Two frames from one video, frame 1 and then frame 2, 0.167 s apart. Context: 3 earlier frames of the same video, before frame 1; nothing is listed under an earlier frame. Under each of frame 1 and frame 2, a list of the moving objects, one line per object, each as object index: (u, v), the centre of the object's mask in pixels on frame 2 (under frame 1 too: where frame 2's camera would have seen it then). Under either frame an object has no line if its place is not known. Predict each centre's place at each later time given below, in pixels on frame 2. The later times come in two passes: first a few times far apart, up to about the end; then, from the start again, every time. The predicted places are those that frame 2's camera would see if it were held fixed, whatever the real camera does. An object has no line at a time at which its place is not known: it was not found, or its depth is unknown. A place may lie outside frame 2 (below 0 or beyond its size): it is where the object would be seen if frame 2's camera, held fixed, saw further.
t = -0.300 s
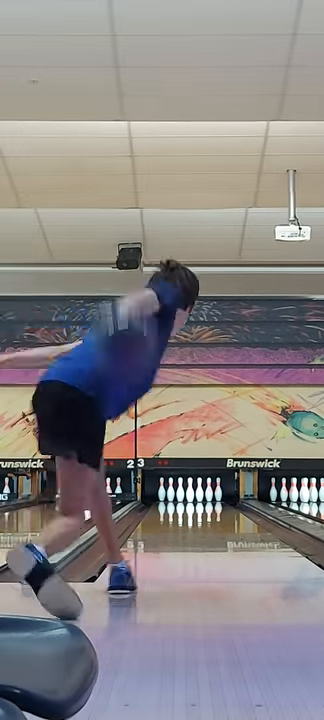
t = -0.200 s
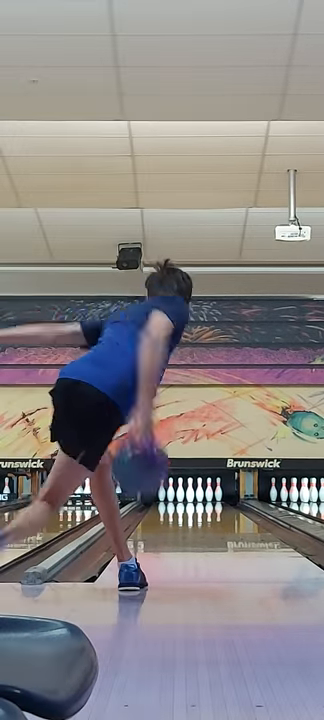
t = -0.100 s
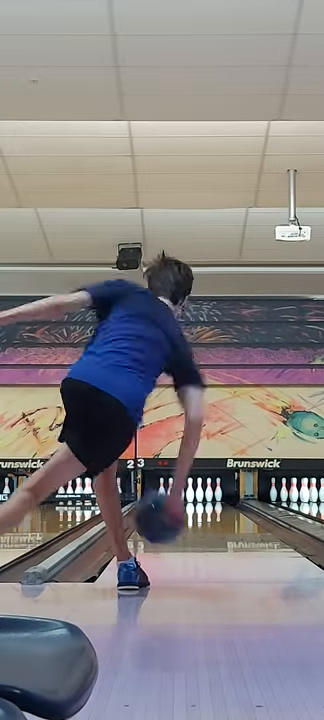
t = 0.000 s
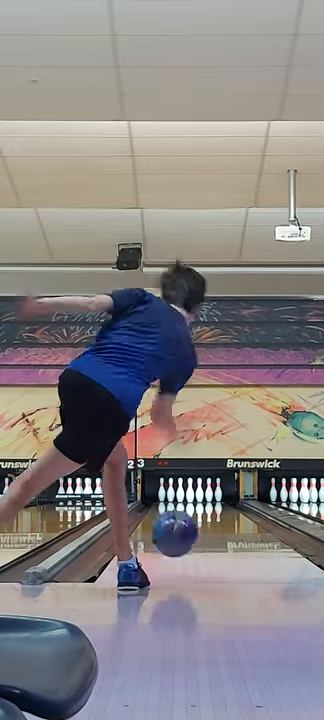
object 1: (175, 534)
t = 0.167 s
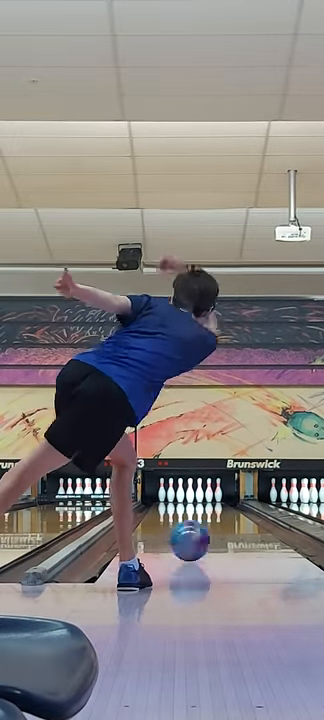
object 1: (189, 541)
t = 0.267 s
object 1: (197, 536)
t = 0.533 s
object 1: (210, 525)
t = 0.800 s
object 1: (219, 517)
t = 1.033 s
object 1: (225, 512)
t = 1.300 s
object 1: (228, 507)
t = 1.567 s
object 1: (230, 504)
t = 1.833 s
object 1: (228, 501)
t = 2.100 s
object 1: (220, 499)
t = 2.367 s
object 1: (208, 498)
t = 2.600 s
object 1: (197, 497)
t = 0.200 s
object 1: (192, 539)
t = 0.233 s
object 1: (194, 538)
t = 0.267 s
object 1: (197, 536)
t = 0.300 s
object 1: (199, 534)
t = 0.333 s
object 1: (201, 533)
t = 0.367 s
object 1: (202, 532)
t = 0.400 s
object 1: (204, 530)
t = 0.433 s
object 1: (206, 528)
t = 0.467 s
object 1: (207, 527)
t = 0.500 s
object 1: (209, 526)
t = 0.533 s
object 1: (210, 525)
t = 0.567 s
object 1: (211, 524)
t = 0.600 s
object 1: (213, 523)
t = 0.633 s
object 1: (214, 522)
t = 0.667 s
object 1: (215, 521)
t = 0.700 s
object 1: (216, 519)
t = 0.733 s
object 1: (217, 518)
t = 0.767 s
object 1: (218, 518)
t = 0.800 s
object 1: (219, 517)
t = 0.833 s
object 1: (220, 516)
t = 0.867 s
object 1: (221, 515)
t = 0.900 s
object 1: (221, 515)
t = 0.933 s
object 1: (222, 514)
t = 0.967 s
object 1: (223, 514)
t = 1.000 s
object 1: (225, 513)
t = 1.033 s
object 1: (225, 512)
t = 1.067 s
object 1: (225, 512)
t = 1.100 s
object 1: (226, 511)
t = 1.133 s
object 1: (226, 510)
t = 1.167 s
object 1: (227, 510)
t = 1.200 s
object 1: (227, 509)
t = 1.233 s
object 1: (228, 508)
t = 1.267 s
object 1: (228, 508)
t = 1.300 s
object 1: (228, 507)
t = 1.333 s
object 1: (228, 507)
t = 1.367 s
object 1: (229, 507)
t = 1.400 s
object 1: (229, 507)
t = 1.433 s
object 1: (229, 506)
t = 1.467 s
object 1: (230, 505)
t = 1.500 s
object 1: (230, 505)
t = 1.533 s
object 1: (230, 505)
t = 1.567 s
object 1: (230, 504)
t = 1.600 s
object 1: (231, 504)
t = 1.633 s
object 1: (231, 504)
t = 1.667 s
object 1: (230, 503)
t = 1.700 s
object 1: (230, 503)
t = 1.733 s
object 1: (230, 502)
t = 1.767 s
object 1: (230, 502)
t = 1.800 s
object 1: (229, 501)
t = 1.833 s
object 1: (228, 501)
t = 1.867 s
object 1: (228, 501)
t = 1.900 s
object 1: (227, 500)
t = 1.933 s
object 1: (226, 501)
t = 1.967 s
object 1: (226, 500)
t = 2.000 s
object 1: (224, 500)
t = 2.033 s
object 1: (223, 499)
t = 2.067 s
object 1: (222, 499)
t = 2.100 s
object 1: (220, 499)
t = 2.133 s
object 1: (219, 499)
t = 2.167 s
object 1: (218, 499)
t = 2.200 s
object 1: (216, 498)
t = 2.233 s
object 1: (214, 498)
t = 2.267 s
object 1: (212, 499)
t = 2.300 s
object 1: (210, 499)
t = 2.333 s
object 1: (209, 498)
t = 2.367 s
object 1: (208, 498)
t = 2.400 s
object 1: (205, 498)
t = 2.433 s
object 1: (203, 498)
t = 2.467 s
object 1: (202, 498)
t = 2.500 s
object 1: (200, 498)
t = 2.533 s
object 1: (199, 498)
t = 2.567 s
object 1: (198, 497)
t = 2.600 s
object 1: (197, 497)
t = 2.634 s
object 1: (195, 497)
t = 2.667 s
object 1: (194, 496)
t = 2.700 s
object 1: (194, 497)
